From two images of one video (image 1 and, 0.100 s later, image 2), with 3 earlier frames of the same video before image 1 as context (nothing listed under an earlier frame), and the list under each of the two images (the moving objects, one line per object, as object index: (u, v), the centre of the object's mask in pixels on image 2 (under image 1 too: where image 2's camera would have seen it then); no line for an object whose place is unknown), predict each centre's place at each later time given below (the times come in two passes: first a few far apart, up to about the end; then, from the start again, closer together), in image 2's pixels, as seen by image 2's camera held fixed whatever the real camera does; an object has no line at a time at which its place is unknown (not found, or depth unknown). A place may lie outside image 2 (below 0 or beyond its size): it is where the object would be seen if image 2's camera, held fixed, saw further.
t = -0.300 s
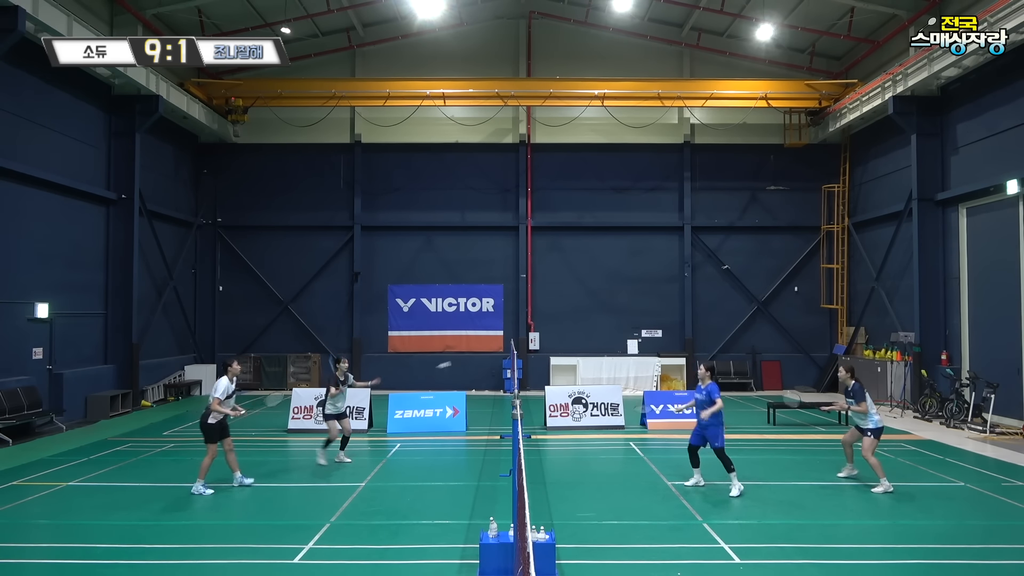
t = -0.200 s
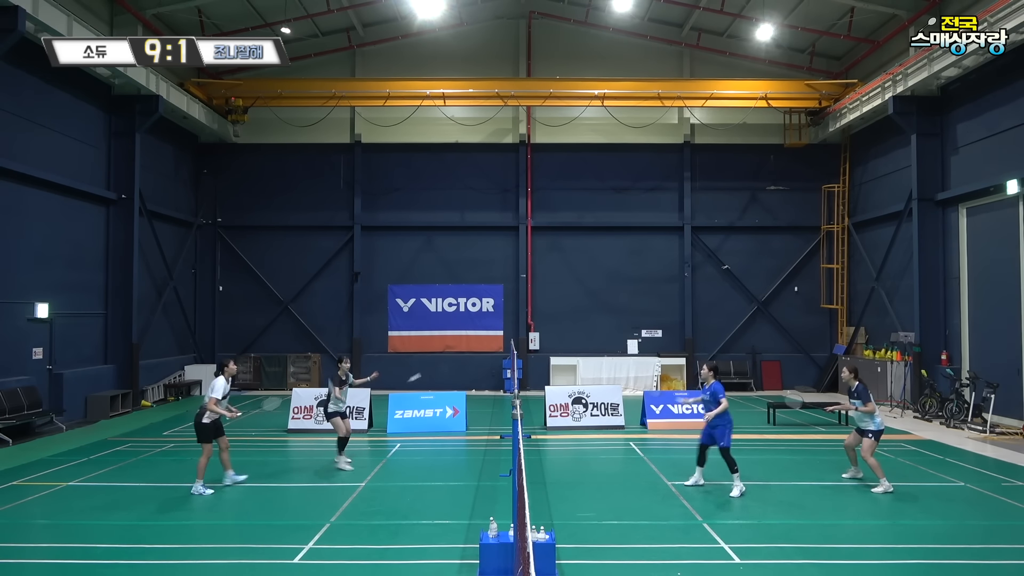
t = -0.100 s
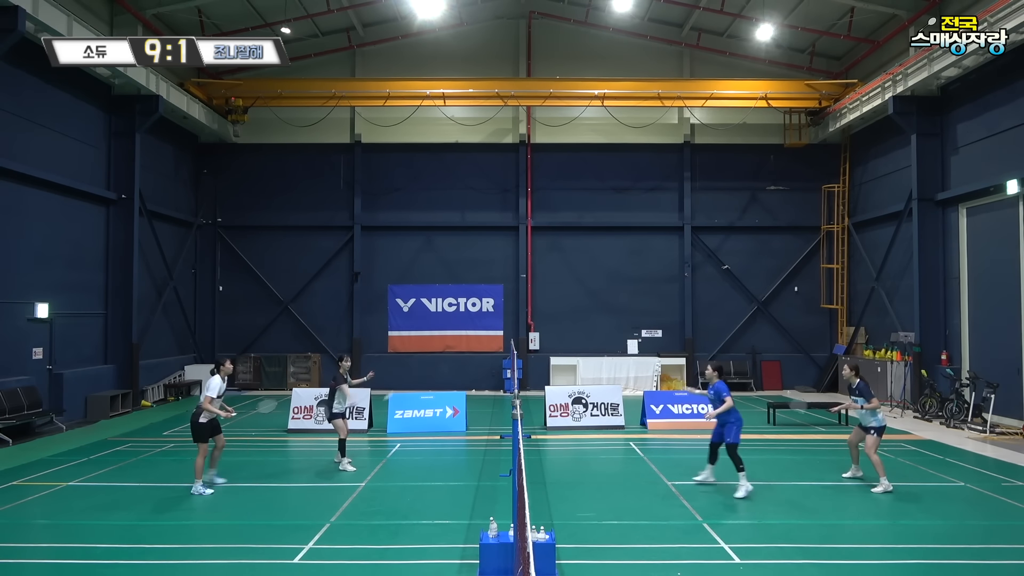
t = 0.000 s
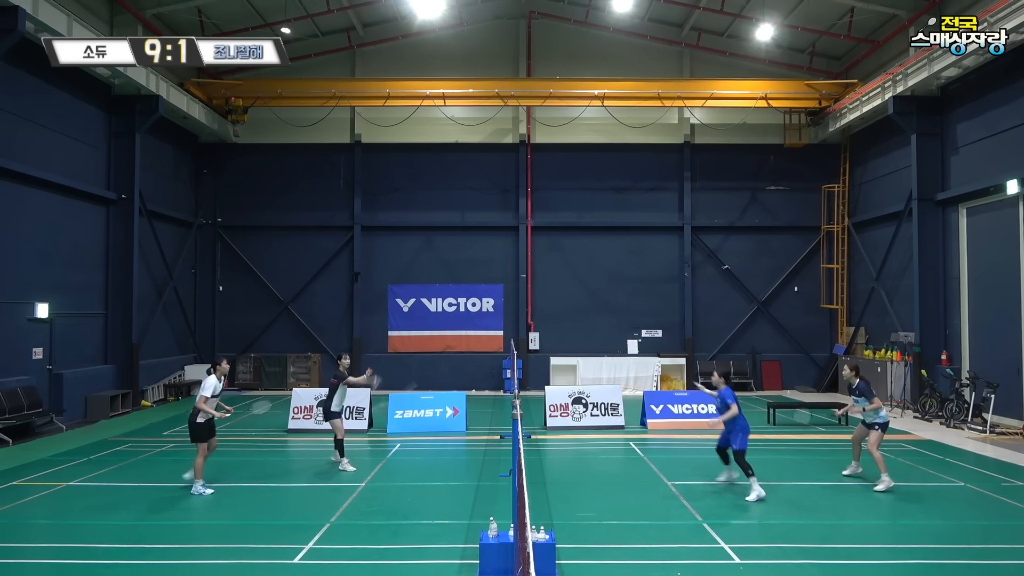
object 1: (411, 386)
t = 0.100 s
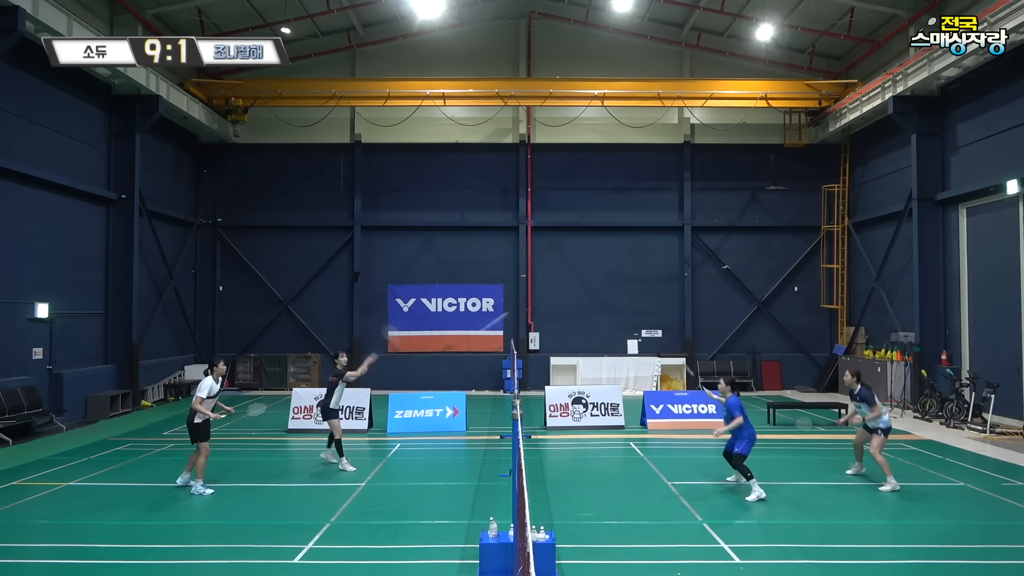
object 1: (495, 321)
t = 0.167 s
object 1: (546, 287)
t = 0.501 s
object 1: (734, 206)
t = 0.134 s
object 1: (521, 304)
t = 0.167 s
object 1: (546, 287)
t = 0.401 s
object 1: (687, 218)
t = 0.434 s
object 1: (703, 213)
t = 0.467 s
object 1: (719, 209)
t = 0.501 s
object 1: (734, 206)
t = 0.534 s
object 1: (749, 204)
